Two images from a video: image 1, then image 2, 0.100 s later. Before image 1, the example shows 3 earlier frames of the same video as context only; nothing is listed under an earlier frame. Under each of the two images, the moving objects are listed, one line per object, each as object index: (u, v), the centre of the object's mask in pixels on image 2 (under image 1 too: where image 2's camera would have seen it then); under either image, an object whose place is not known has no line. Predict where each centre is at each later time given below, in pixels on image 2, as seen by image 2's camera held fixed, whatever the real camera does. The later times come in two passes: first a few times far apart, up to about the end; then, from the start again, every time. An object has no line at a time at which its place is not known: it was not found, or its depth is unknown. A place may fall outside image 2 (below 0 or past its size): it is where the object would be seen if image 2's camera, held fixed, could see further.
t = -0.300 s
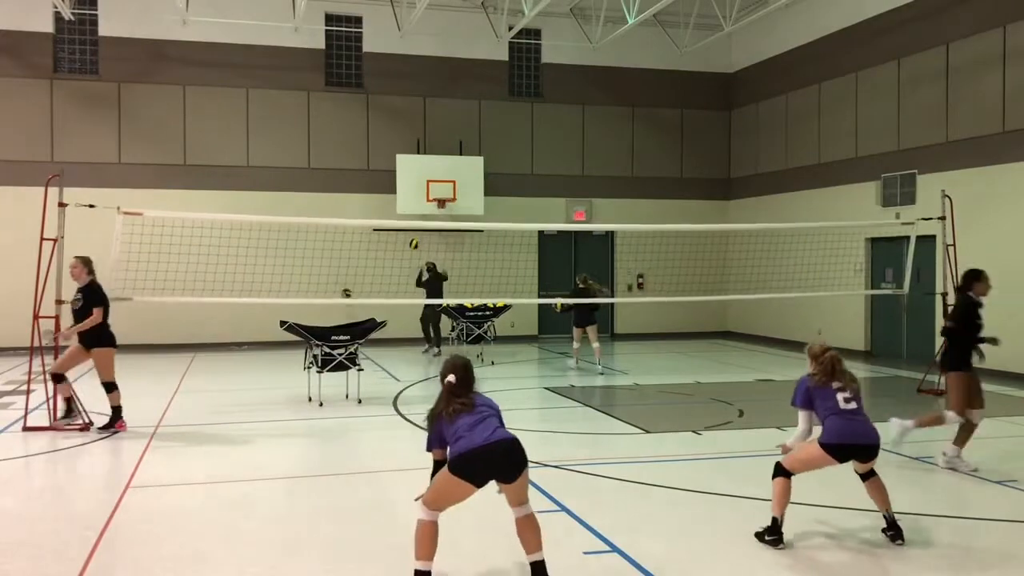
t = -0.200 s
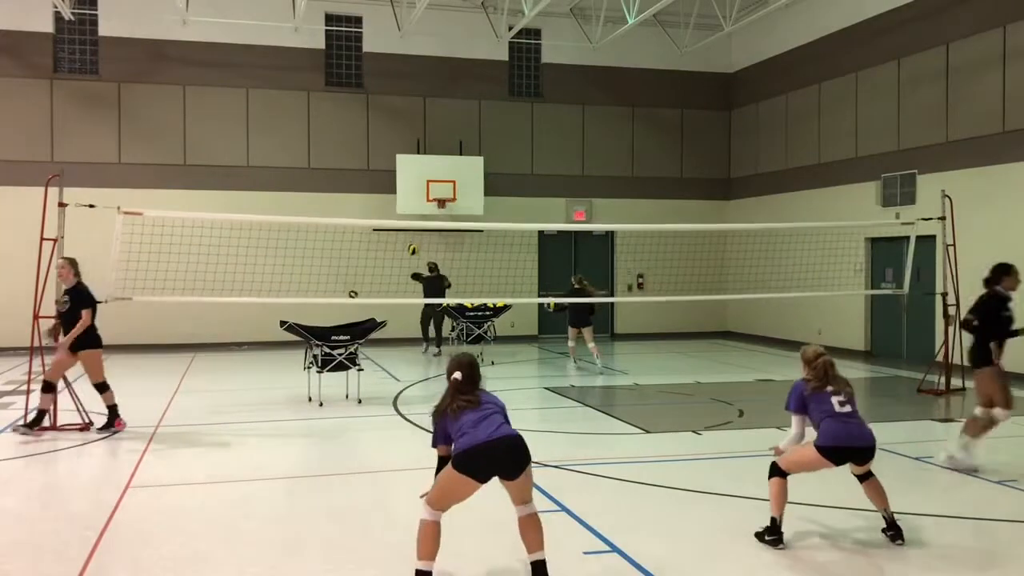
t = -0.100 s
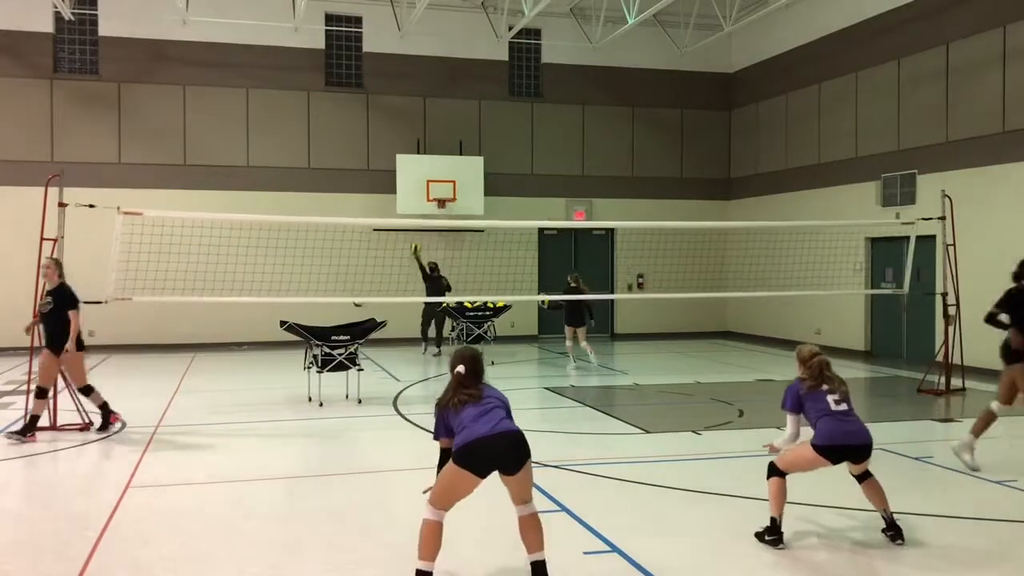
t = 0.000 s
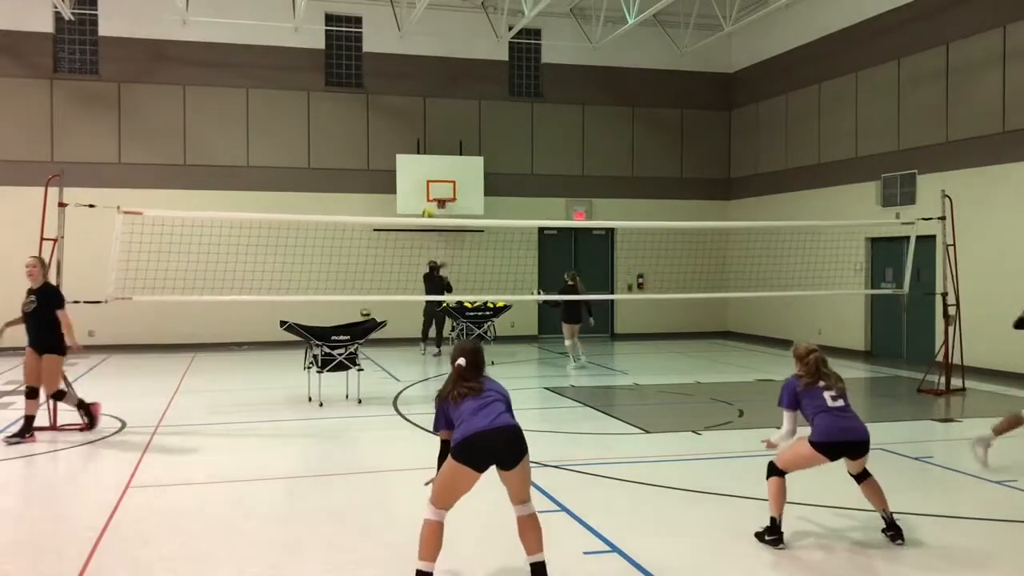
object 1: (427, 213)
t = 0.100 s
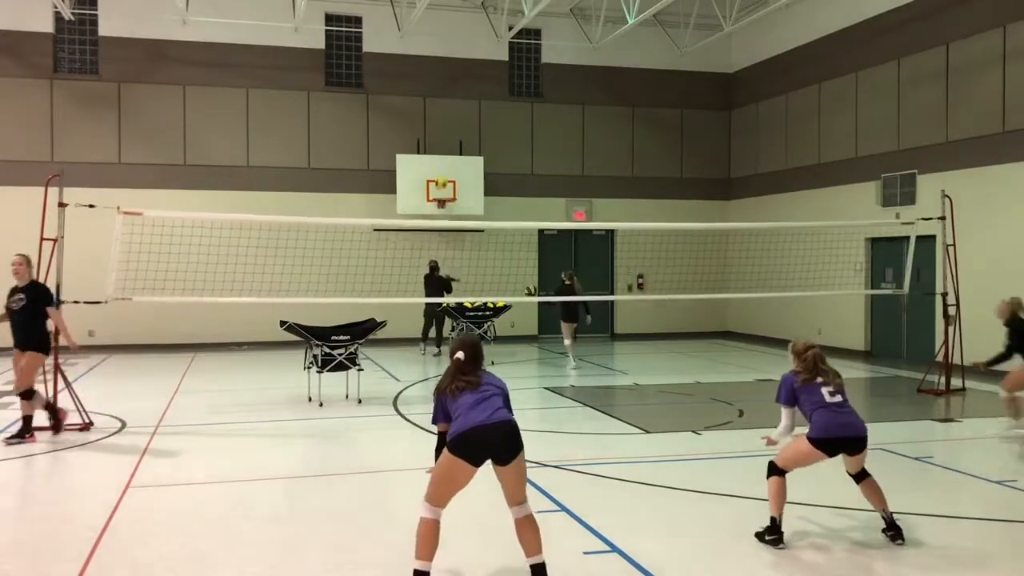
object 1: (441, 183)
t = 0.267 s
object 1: (463, 132)
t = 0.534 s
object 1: (513, 74)
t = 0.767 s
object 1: (575, 62)
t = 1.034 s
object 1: (681, 119)
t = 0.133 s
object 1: (445, 173)
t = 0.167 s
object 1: (450, 162)
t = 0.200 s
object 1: (454, 151)
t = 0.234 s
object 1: (458, 143)
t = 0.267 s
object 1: (463, 132)
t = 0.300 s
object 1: (468, 124)
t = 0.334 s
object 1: (474, 115)
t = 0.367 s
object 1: (479, 107)
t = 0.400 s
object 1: (485, 100)
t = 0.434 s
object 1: (492, 93)
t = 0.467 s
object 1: (499, 86)
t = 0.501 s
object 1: (505, 80)
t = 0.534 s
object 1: (513, 74)
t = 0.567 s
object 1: (520, 70)
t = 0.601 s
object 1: (528, 67)
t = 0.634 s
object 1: (536, 64)
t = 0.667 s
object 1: (545, 62)
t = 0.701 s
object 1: (554, 61)
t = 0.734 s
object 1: (566, 61)
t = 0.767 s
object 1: (575, 62)
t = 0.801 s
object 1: (586, 64)
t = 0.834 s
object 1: (597, 67)
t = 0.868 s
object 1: (609, 71)
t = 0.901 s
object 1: (622, 78)
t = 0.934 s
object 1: (636, 85)
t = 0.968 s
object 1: (650, 95)
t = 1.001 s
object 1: (665, 107)
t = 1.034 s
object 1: (681, 119)
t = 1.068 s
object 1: (697, 136)
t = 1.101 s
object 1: (714, 153)
